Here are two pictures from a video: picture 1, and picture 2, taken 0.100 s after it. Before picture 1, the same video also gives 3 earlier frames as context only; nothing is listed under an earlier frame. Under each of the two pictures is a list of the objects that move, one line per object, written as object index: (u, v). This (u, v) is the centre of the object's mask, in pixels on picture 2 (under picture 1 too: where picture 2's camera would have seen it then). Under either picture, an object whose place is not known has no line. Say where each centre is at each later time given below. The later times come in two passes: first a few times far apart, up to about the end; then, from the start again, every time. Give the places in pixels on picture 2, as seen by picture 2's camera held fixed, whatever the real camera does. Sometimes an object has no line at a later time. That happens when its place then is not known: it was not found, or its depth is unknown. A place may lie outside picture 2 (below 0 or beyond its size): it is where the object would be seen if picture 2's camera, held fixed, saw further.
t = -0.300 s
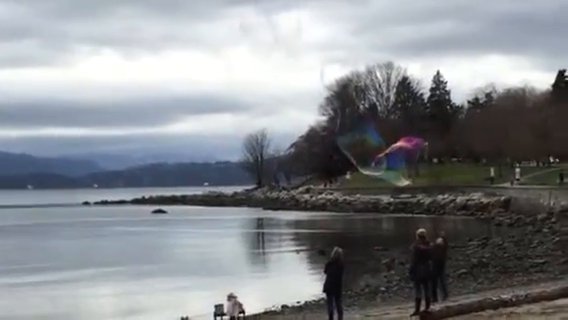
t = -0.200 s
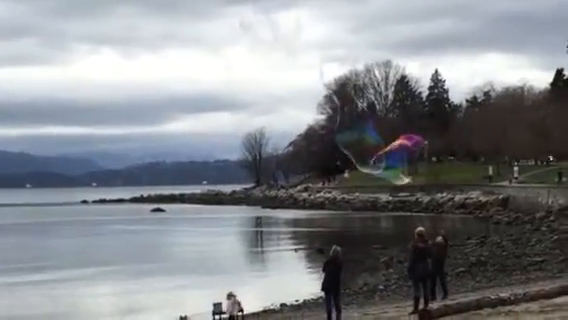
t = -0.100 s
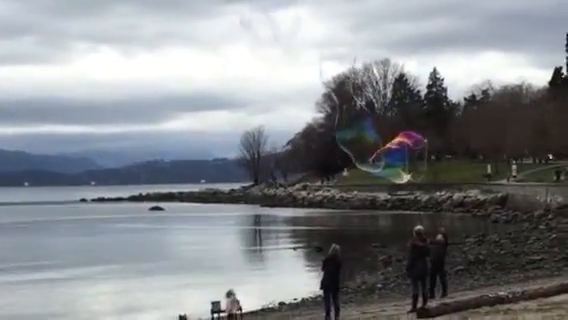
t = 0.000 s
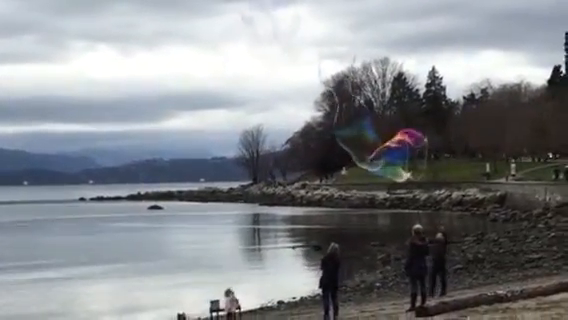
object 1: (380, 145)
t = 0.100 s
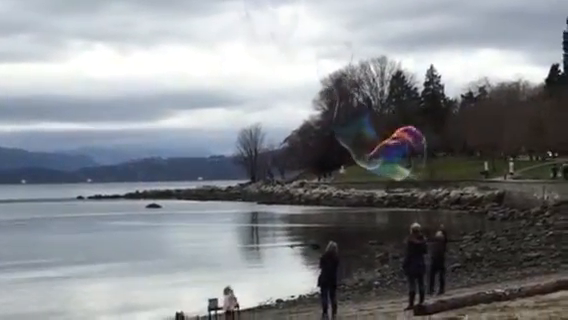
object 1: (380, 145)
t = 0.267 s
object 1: (379, 143)
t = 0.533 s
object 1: (382, 141)
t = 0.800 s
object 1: (386, 142)
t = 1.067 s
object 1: (392, 141)
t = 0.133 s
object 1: (380, 145)
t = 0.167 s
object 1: (378, 143)
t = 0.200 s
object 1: (378, 143)
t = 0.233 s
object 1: (379, 143)
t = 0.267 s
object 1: (379, 143)
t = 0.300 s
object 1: (380, 143)
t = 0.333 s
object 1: (380, 143)
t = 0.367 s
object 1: (381, 143)
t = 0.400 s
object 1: (381, 142)
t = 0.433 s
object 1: (381, 141)
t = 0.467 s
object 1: (382, 142)
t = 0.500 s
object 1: (382, 142)
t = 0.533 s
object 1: (382, 141)
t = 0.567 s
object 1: (384, 142)
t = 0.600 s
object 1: (383, 142)
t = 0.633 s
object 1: (384, 142)
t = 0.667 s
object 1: (385, 142)
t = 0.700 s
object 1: (386, 142)
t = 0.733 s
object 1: (387, 141)
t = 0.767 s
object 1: (385, 141)
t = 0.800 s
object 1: (386, 142)
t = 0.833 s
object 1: (388, 142)
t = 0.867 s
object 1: (390, 141)
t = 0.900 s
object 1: (389, 140)
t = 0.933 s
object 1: (388, 141)
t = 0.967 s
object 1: (389, 141)
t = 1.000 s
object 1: (391, 141)
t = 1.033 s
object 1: (392, 141)
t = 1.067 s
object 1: (392, 141)
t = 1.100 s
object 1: (393, 141)
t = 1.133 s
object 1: (390, 144)
